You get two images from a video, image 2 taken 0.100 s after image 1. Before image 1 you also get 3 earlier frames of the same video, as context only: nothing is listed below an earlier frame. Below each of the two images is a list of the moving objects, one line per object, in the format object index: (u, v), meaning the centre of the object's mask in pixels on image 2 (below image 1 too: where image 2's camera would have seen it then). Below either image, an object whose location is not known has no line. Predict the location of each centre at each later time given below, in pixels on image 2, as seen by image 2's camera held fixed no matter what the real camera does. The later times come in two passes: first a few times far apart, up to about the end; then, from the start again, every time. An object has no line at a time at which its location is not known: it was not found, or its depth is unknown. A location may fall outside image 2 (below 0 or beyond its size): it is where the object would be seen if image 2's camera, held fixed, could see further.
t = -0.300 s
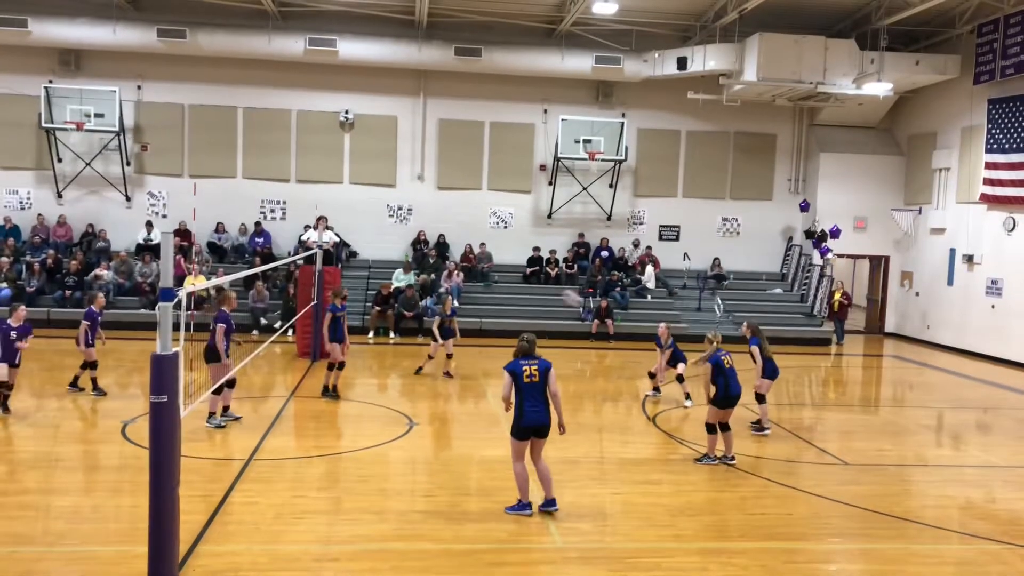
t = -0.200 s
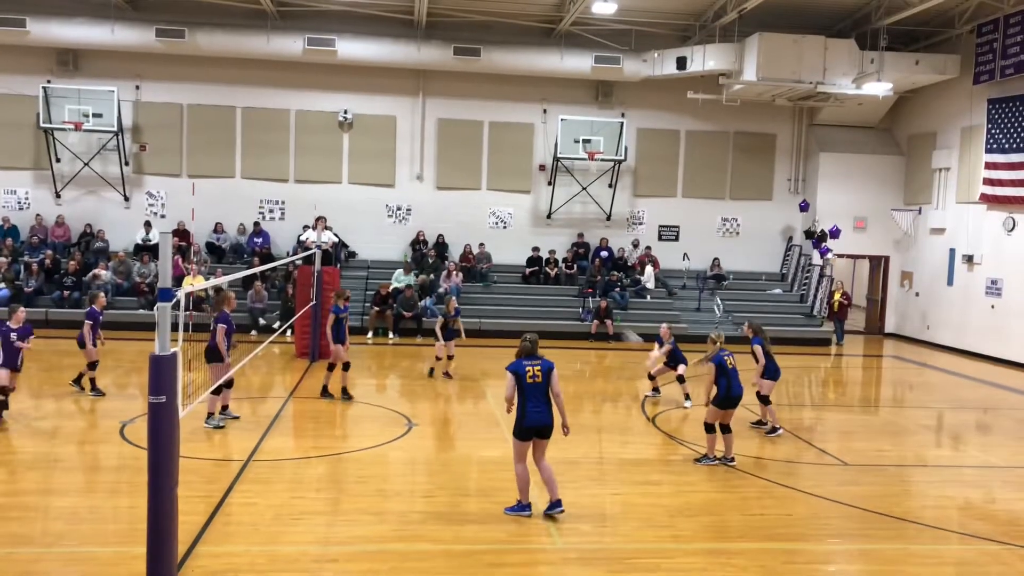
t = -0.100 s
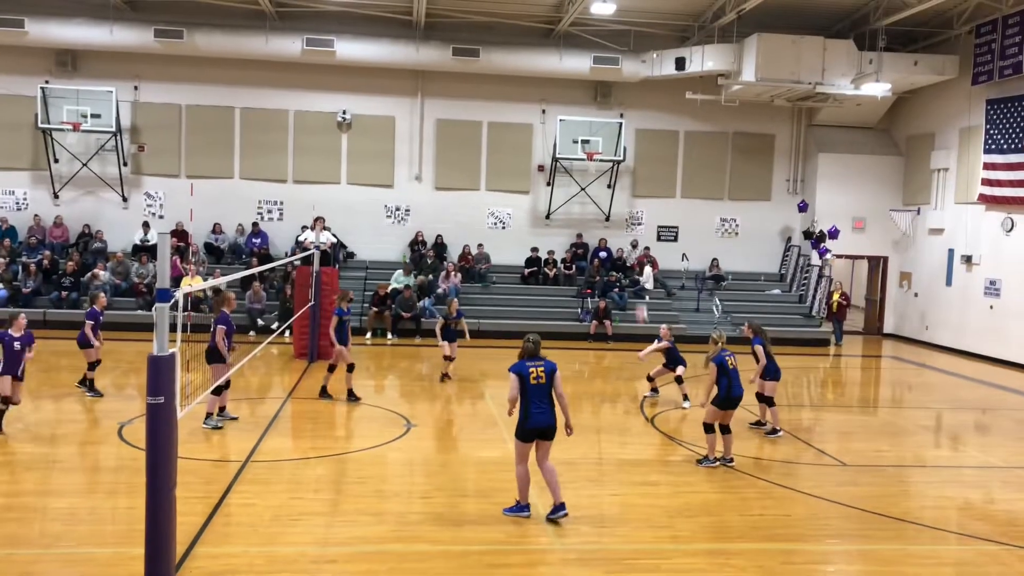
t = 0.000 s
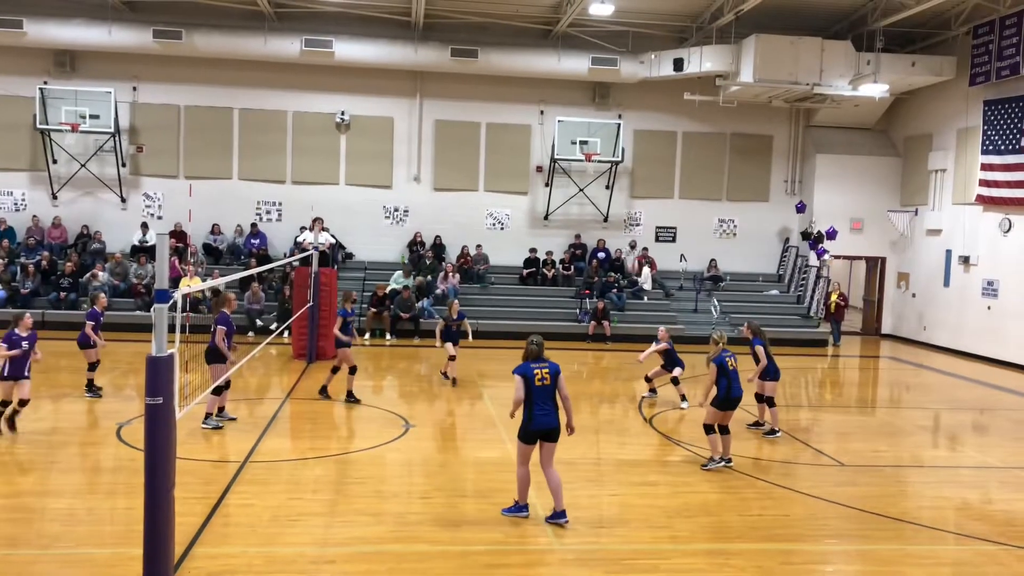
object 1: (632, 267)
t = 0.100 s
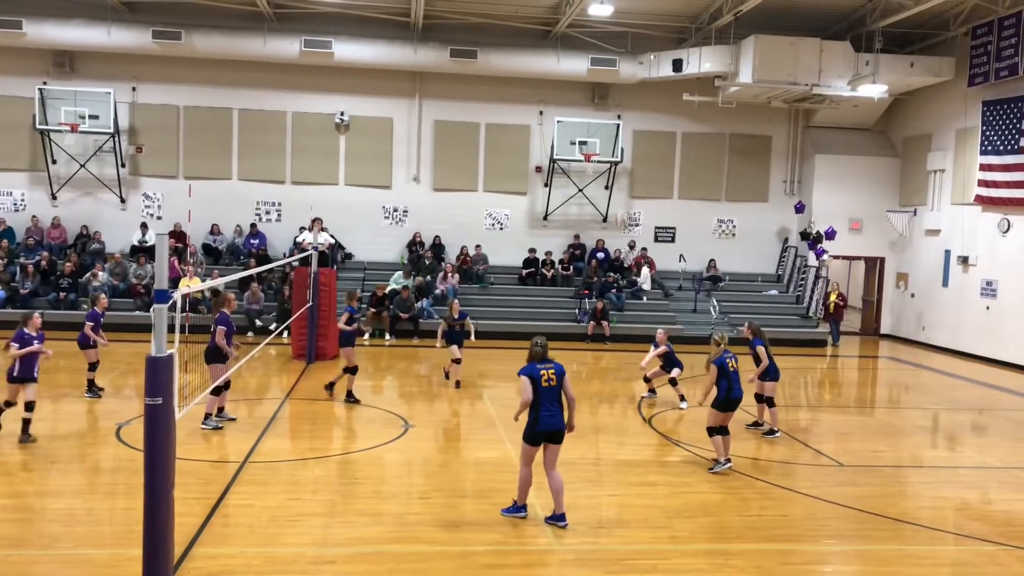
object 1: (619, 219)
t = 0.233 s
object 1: (610, 166)
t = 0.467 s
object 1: (589, 92)
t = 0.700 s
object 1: (561, 52)
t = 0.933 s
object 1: (531, 54)
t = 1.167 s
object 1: (496, 103)
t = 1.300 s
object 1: (472, 156)
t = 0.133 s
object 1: (621, 206)
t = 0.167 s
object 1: (617, 191)
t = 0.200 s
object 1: (614, 177)
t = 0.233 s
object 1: (610, 166)
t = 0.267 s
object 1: (608, 152)
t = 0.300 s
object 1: (604, 143)
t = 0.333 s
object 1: (600, 131)
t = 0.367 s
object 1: (599, 120)
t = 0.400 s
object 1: (595, 109)
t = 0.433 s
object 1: (593, 99)
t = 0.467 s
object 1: (589, 92)
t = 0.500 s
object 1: (584, 84)
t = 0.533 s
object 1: (581, 78)
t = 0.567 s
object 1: (577, 71)
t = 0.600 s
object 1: (573, 67)
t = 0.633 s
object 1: (569, 60)
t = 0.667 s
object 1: (565, 56)
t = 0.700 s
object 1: (561, 52)
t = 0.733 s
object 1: (558, 50)
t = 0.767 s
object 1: (554, 49)
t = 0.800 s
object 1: (549, 48)
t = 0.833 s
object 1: (545, 49)
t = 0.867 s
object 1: (542, 49)
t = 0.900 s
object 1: (536, 51)
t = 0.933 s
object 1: (531, 54)
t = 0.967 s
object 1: (525, 57)
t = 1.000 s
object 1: (522, 64)
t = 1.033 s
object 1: (515, 69)
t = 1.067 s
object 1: (512, 76)
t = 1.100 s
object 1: (506, 83)
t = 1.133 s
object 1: (501, 92)
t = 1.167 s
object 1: (496, 103)
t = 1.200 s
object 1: (488, 114)
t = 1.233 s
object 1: (484, 128)
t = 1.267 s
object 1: (478, 141)
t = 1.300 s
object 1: (472, 156)
